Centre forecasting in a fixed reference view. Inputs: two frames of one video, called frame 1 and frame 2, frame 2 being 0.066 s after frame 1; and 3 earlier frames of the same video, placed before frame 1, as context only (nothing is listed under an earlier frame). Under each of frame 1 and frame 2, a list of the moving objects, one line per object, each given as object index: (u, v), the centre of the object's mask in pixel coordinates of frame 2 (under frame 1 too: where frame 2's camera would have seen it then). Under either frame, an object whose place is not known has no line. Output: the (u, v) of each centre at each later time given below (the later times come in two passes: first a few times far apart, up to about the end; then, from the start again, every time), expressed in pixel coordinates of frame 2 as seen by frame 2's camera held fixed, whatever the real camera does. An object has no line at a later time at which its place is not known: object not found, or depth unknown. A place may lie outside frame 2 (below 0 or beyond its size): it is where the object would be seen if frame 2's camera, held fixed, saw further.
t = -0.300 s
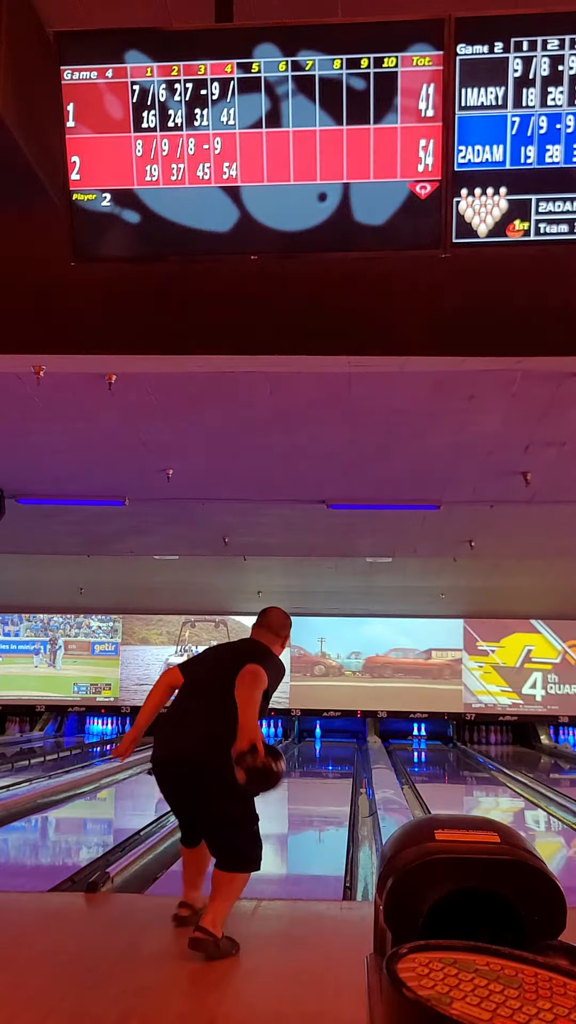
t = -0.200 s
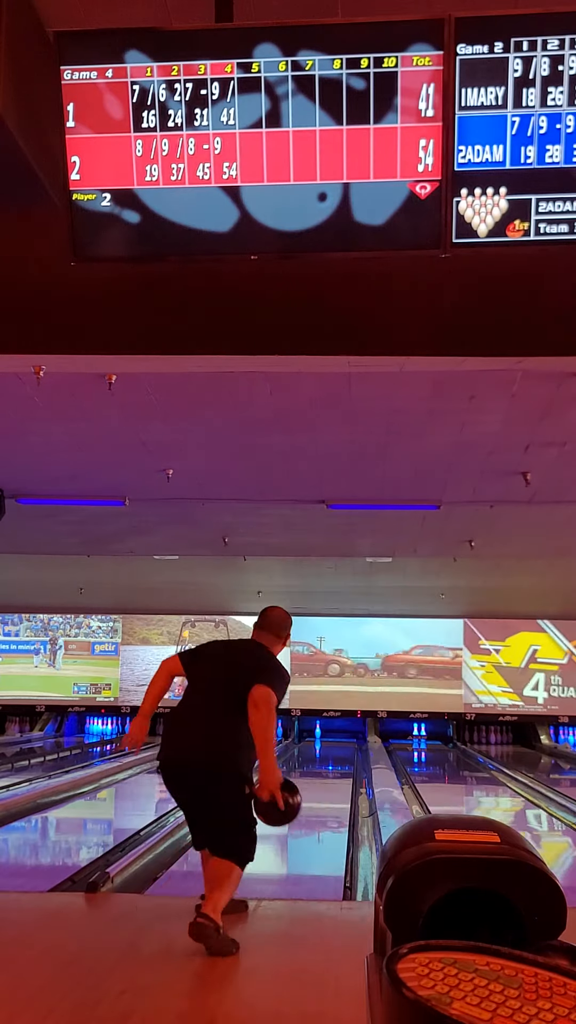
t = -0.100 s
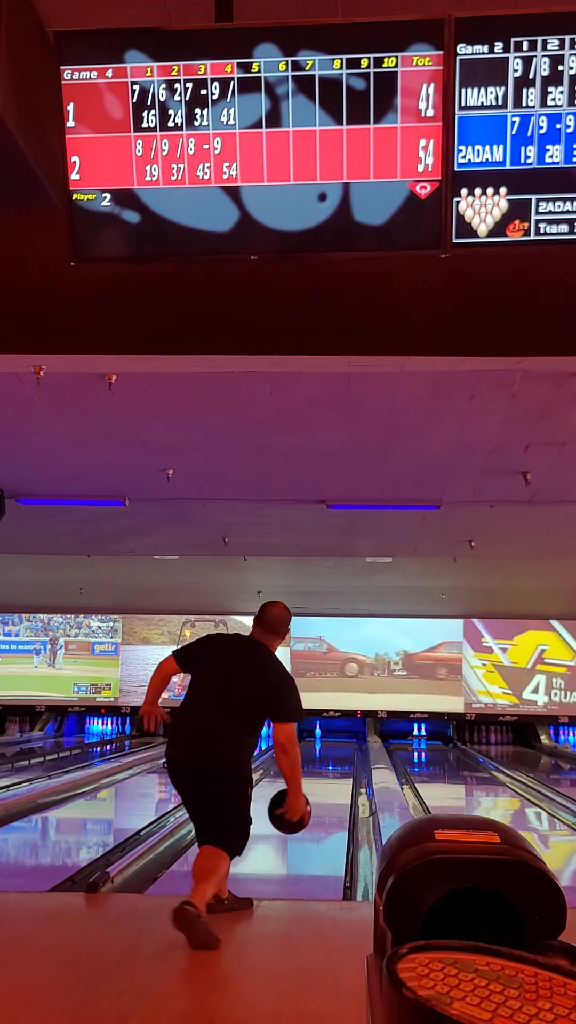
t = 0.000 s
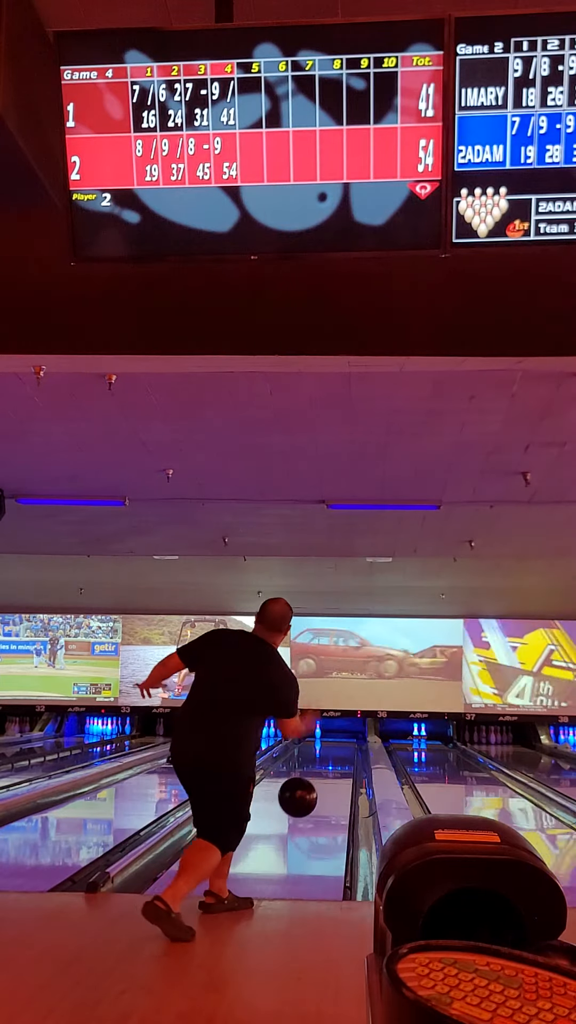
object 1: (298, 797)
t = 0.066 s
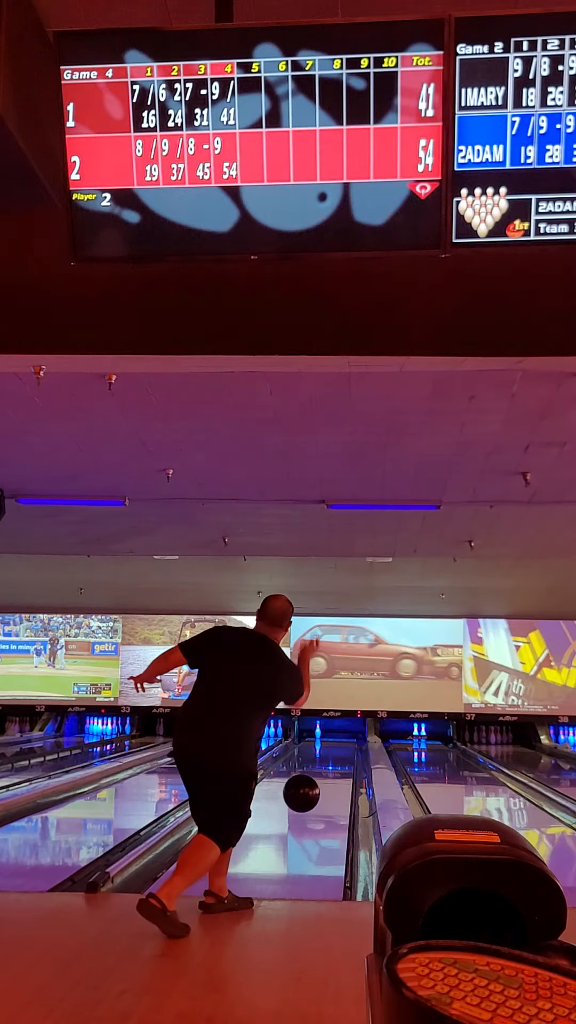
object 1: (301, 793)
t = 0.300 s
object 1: (311, 829)
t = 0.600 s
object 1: (319, 802)
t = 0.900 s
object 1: (324, 784)
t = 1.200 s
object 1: (327, 772)
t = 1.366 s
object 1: (328, 766)
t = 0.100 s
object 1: (303, 794)
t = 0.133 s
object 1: (305, 797)
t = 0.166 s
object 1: (306, 801)
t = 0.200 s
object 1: (307, 807)
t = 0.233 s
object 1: (309, 815)
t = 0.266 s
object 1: (310, 823)
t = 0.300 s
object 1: (311, 829)
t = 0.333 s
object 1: (312, 822)
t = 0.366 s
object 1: (313, 817)
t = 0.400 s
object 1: (314, 814)
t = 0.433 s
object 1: (315, 812)
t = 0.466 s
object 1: (316, 812)
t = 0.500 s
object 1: (317, 809)
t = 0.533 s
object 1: (318, 807)
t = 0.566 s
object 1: (318, 804)
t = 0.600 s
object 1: (319, 802)
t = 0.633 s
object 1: (320, 799)
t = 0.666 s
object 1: (320, 797)
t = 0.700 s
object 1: (321, 795)
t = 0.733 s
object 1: (322, 793)
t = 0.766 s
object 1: (322, 791)
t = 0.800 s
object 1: (323, 789)
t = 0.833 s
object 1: (323, 787)
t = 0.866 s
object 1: (324, 786)
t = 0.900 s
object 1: (324, 784)
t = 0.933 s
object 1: (325, 782)
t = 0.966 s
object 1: (325, 781)
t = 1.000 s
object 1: (325, 780)
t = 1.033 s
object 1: (326, 779)
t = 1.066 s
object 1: (326, 776)
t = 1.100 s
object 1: (326, 775)
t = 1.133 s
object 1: (327, 774)
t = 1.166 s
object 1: (327, 773)
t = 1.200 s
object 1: (327, 772)
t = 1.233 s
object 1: (327, 771)
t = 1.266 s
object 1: (327, 769)
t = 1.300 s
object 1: (328, 768)
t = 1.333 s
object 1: (328, 767)
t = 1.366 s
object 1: (328, 766)
